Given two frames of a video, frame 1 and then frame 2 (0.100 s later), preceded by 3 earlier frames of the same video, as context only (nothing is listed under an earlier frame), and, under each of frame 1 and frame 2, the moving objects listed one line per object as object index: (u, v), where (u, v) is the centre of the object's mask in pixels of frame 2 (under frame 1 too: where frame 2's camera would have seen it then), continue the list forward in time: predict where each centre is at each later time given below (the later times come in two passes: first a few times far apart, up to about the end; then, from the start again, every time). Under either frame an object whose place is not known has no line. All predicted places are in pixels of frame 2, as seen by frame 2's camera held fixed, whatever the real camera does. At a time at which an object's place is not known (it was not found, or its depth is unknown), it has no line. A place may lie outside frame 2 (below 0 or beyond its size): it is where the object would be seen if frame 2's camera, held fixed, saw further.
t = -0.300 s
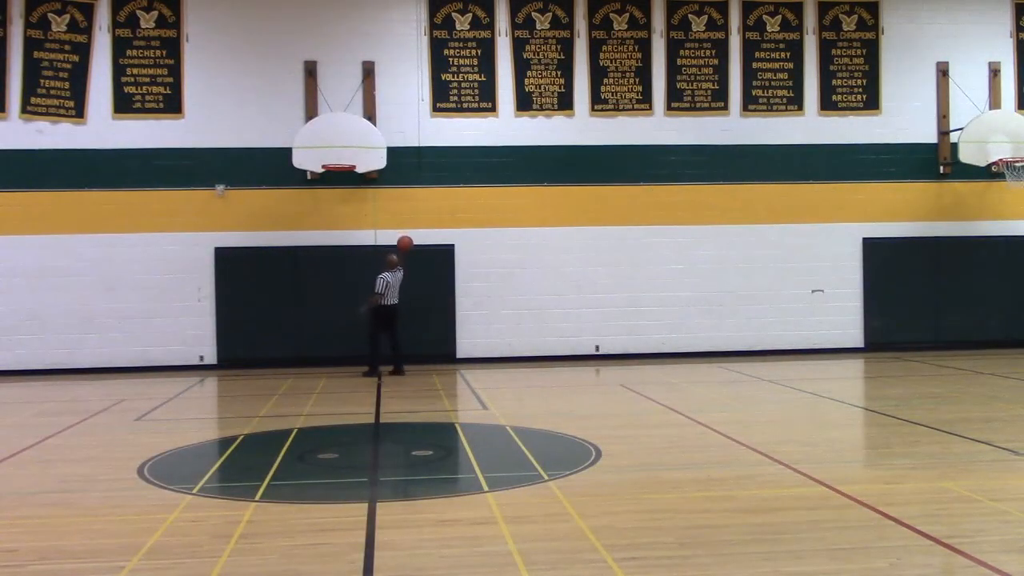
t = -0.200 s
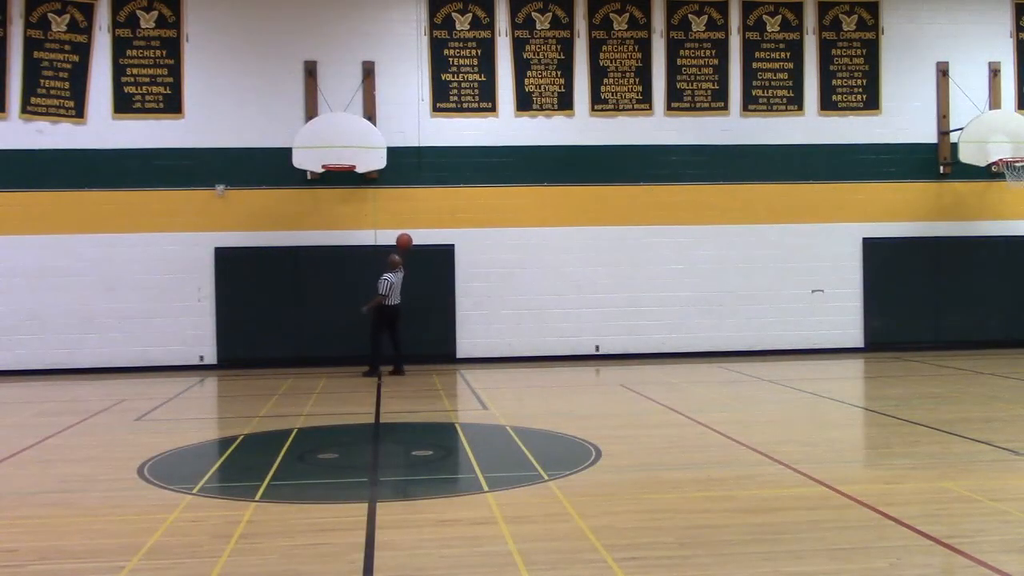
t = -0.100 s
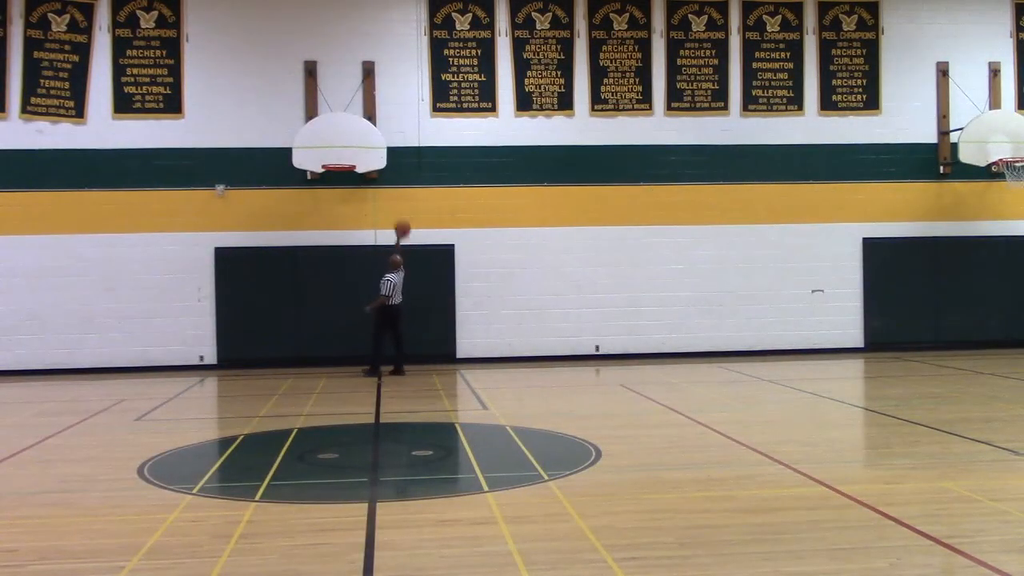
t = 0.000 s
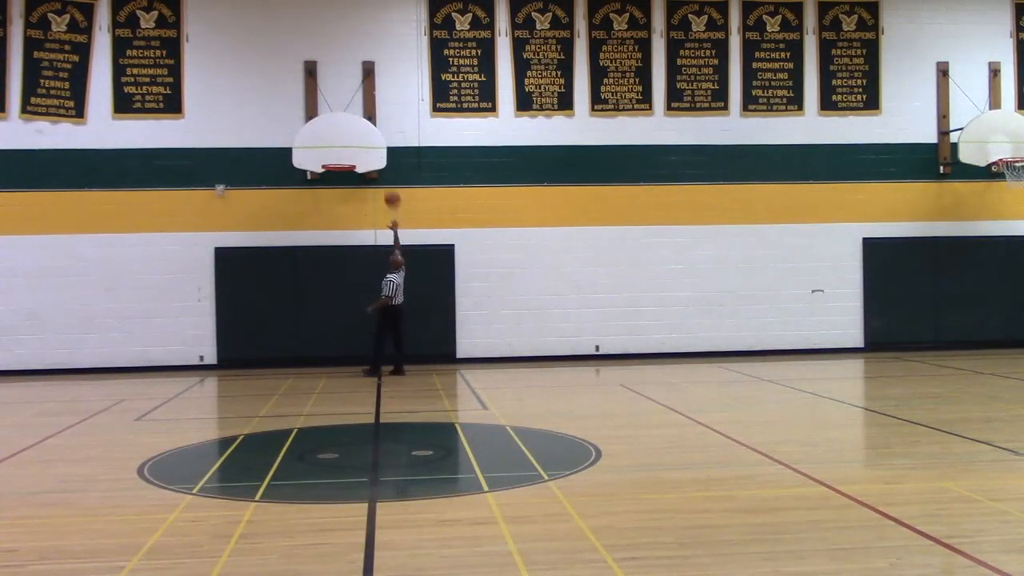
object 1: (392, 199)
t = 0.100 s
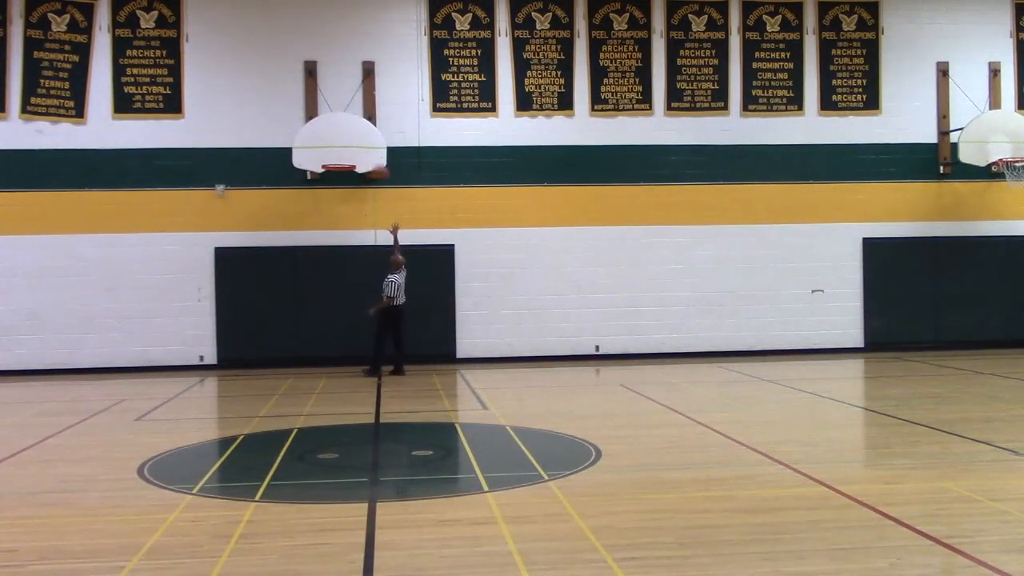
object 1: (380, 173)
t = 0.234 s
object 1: (365, 150)
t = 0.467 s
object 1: (348, 151)
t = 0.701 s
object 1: (334, 163)
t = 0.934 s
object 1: (336, 190)
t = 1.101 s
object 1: (340, 229)
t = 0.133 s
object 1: (376, 166)
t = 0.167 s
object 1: (372, 160)
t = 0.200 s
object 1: (368, 154)
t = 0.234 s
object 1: (365, 150)
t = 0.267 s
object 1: (362, 148)
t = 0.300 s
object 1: (360, 146)
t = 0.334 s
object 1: (357, 146)
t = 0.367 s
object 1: (355, 146)
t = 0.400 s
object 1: (353, 147)
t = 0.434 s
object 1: (350, 149)
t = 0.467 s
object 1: (348, 151)
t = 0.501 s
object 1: (346, 154)
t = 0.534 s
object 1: (344, 158)
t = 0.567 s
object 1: (342, 158)
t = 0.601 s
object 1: (340, 158)
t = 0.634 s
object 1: (338, 159)
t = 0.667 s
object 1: (336, 162)
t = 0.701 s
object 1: (334, 163)
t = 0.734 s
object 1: (332, 168)
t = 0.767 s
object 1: (332, 170)
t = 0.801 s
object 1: (333, 173)
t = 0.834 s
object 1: (333, 178)
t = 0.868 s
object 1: (334, 179)
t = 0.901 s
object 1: (335, 184)
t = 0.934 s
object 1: (336, 190)
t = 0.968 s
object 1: (337, 197)
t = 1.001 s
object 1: (337, 203)
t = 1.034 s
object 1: (338, 212)
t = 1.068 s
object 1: (340, 221)
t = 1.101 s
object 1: (340, 229)
